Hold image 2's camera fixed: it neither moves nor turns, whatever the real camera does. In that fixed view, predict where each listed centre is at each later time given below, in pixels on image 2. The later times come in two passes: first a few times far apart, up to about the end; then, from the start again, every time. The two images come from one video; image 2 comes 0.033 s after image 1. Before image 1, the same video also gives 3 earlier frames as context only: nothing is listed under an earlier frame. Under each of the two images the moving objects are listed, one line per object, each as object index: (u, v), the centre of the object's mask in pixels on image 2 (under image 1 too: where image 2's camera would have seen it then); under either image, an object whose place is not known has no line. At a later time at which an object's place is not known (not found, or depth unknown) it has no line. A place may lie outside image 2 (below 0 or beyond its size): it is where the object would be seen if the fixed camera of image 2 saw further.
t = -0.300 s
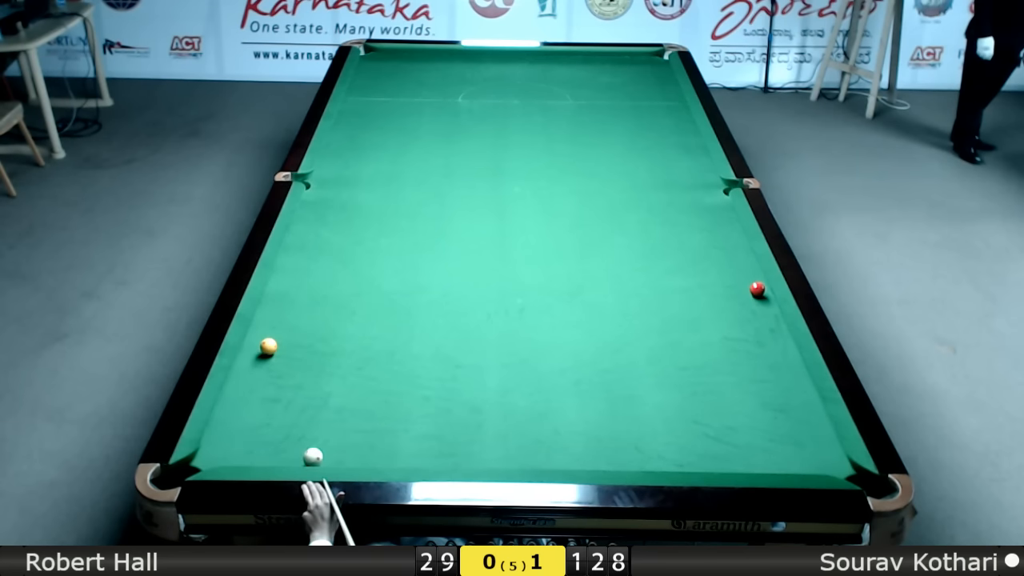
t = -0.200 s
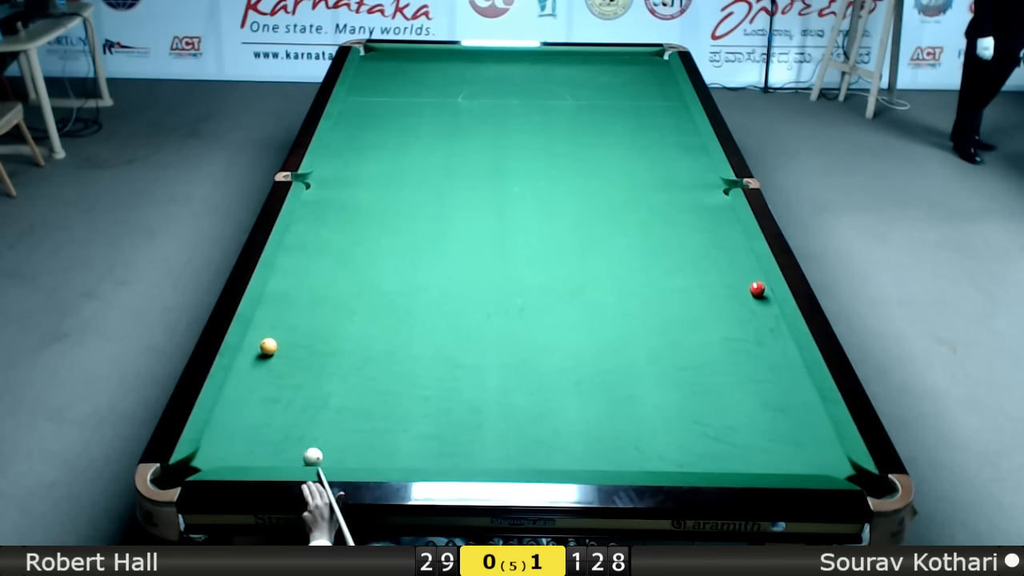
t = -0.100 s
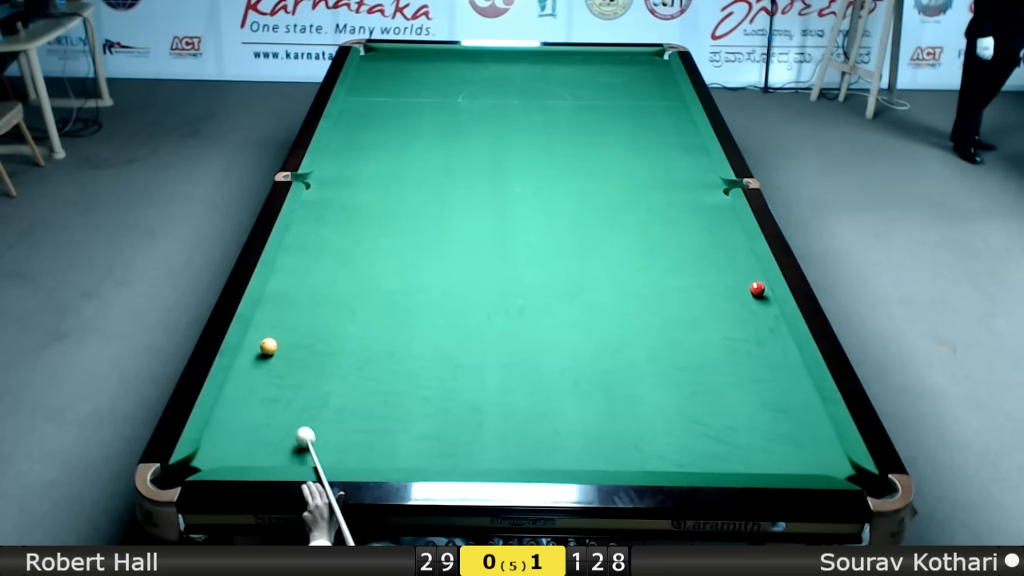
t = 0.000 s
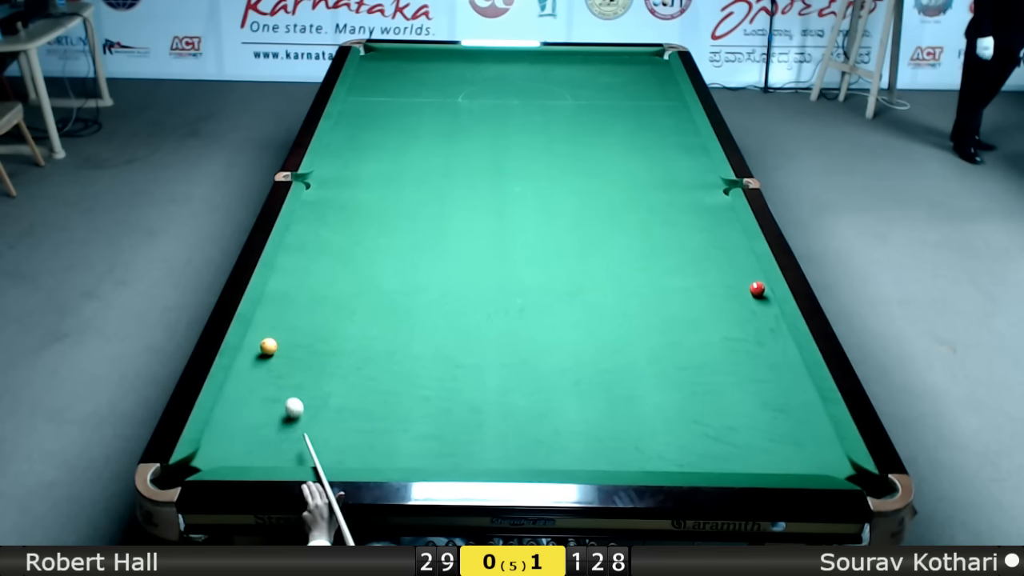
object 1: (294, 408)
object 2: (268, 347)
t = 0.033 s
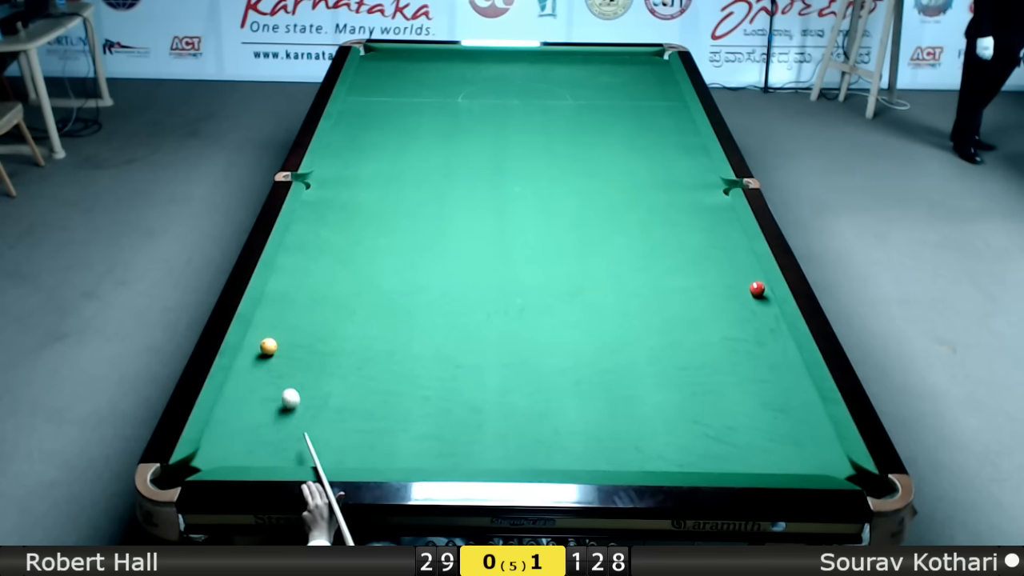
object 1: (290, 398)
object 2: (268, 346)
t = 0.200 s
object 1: (274, 355)
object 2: (267, 345)
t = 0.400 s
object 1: (278, 346)
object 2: (274, 318)
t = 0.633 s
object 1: (279, 332)
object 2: (304, 298)
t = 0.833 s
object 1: (280, 321)
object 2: (328, 284)
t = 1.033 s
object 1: (281, 311)
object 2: (351, 270)
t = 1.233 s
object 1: (282, 302)
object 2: (371, 257)
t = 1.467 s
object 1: (283, 293)
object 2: (393, 244)
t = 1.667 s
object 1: (283, 286)
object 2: (411, 233)
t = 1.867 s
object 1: (284, 279)
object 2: (427, 223)
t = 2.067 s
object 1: (285, 273)
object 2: (442, 214)
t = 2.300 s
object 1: (286, 267)
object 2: (458, 204)
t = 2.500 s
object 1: (286, 263)
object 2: (471, 196)
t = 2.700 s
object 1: (287, 259)
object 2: (483, 189)
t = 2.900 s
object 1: (288, 255)
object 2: (494, 182)
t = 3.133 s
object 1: (288, 252)
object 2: (506, 175)
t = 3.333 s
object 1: (289, 249)
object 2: (516, 169)
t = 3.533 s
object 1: (290, 247)
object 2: (525, 163)
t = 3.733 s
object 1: (291, 246)
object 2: (533, 158)
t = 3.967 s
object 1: (291, 245)
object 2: (542, 152)
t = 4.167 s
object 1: (291, 245)
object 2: (549, 148)
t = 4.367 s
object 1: (291, 245)
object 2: (555, 144)
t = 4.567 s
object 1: (291, 245)
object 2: (562, 140)
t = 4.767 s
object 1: (291, 245)
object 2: (567, 136)
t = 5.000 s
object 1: (291, 245)
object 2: (573, 133)
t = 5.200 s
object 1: (291, 245)
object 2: (577, 130)
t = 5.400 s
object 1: (291, 245)
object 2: (581, 127)
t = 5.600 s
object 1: (291, 245)
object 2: (585, 125)
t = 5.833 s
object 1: (291, 245)
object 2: (589, 122)
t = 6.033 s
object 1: (291, 245)
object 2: (592, 121)
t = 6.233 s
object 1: (291, 245)
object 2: (595, 119)
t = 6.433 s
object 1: (291, 245)
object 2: (597, 118)
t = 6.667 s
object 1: (291, 245)
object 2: (599, 116)
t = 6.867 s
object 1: (291, 245)
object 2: (601, 115)
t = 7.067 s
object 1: (291, 245)
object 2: (602, 115)
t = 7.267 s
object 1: (291, 245)
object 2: (603, 114)
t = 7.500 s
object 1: (291, 245)
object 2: (603, 114)
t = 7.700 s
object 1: (291, 245)
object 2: (604, 114)
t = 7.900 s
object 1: (291, 245)
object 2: (604, 114)
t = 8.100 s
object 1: (291, 245)
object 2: (604, 114)
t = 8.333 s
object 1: (291, 245)
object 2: (604, 114)
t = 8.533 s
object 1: (291, 245)
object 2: (604, 114)
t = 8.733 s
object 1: (291, 245)
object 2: (604, 114)
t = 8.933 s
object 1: (291, 245)
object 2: (604, 114)
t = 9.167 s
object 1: (291, 245)
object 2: (604, 114)
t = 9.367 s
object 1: (291, 245)
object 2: (604, 114)
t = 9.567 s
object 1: (291, 245)
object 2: (604, 114)
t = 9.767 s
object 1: (291, 245)
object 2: (604, 114)
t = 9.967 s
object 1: (291, 245)
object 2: (604, 114)
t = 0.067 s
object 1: (287, 389)
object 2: (268, 347)
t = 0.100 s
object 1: (284, 380)
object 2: (268, 347)
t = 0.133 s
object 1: (280, 372)
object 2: (268, 346)
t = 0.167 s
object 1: (277, 364)
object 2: (268, 346)
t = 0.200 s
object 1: (274, 355)
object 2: (267, 345)
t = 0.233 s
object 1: (275, 354)
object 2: (265, 340)
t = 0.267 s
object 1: (276, 353)
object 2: (261, 334)
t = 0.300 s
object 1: (276, 352)
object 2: (257, 328)
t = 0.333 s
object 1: (277, 350)
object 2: (263, 324)
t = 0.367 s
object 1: (277, 348)
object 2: (268, 321)
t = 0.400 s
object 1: (278, 346)
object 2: (274, 318)
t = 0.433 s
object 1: (278, 344)
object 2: (278, 315)
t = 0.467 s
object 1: (278, 341)
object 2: (282, 312)
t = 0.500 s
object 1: (278, 340)
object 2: (287, 309)
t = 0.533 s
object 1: (278, 337)
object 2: (292, 306)
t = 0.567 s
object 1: (279, 336)
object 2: (296, 304)
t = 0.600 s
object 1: (279, 333)
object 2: (300, 301)
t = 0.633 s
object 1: (279, 332)
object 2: (304, 298)
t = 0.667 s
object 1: (279, 330)
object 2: (308, 296)
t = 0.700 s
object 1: (279, 328)
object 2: (313, 293)
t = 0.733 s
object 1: (280, 326)
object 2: (317, 291)
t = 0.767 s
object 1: (280, 324)
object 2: (321, 288)
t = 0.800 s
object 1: (280, 323)
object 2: (324, 286)
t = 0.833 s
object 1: (280, 321)
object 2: (328, 284)
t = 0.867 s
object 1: (280, 319)
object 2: (332, 281)
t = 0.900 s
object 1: (280, 318)
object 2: (336, 279)
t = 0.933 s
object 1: (281, 316)
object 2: (340, 276)
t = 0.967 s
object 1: (281, 314)
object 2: (343, 274)
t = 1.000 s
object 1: (281, 313)
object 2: (347, 272)
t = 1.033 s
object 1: (281, 311)
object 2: (351, 270)
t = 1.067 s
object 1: (281, 310)
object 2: (354, 268)
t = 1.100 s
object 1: (282, 308)
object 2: (358, 266)
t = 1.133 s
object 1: (282, 306)
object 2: (361, 263)
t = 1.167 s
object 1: (282, 305)
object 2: (364, 261)
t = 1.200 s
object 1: (282, 304)
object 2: (368, 259)
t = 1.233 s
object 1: (282, 302)
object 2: (371, 257)
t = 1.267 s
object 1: (282, 301)
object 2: (374, 255)
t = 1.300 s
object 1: (282, 299)
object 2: (378, 253)
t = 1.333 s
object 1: (283, 298)
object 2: (381, 251)
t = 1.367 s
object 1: (283, 297)
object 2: (384, 249)
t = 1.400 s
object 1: (283, 295)
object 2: (387, 247)
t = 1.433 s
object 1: (283, 294)
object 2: (390, 245)
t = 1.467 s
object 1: (283, 293)
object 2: (393, 244)
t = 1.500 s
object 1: (283, 292)
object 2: (396, 242)
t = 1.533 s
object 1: (283, 290)
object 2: (399, 240)
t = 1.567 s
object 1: (283, 289)
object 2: (402, 238)
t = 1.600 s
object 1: (283, 288)
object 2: (405, 237)
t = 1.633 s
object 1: (283, 287)
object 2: (408, 235)
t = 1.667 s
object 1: (283, 286)
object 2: (411, 233)
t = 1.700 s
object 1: (283, 285)
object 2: (413, 231)
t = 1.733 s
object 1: (284, 283)
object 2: (416, 230)
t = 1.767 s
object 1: (284, 282)
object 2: (419, 228)
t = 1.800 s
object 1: (284, 281)
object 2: (421, 226)
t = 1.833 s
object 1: (284, 280)
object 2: (424, 225)
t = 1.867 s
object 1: (284, 279)
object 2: (427, 223)
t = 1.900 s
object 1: (284, 278)
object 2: (429, 221)
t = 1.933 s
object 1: (284, 277)
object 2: (432, 220)
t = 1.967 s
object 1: (285, 276)
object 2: (434, 218)
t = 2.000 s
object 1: (285, 275)
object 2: (437, 217)
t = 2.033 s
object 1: (285, 274)
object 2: (439, 215)
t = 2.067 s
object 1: (285, 273)
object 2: (442, 214)
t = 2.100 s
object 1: (285, 272)
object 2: (444, 212)
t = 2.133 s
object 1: (285, 271)
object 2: (446, 211)
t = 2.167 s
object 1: (285, 270)
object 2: (449, 210)
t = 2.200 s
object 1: (285, 270)
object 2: (451, 208)
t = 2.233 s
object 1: (286, 269)
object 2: (453, 207)
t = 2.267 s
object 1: (286, 268)
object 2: (456, 205)
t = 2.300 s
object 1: (286, 267)
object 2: (458, 204)
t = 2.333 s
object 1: (286, 266)
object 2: (460, 203)
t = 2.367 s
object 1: (286, 266)
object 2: (462, 201)
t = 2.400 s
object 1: (286, 265)
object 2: (465, 200)
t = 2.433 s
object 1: (286, 264)
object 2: (467, 199)
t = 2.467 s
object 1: (286, 263)
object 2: (469, 197)
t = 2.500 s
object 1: (286, 263)
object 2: (471, 196)
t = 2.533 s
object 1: (287, 262)
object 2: (473, 195)
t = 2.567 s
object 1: (287, 261)
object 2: (475, 194)
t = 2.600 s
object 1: (287, 261)
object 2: (477, 192)
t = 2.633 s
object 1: (287, 260)
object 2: (479, 191)
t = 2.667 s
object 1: (287, 259)
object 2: (481, 190)
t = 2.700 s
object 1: (287, 259)
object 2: (483, 189)
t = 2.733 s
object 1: (287, 258)
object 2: (485, 188)
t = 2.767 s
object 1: (287, 257)
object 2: (487, 186)
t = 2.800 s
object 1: (287, 257)
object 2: (489, 185)
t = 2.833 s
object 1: (288, 256)
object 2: (491, 184)
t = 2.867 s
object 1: (288, 255)
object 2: (492, 183)
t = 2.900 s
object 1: (288, 255)
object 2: (494, 182)
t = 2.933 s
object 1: (288, 255)
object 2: (496, 181)
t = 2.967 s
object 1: (288, 254)
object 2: (498, 180)
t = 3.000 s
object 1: (288, 254)
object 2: (500, 179)
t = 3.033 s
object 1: (288, 253)
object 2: (501, 178)
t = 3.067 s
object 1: (288, 252)
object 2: (503, 177)
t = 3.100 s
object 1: (288, 252)
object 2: (505, 176)
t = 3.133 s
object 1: (288, 252)
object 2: (506, 175)
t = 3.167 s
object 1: (289, 251)
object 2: (508, 174)
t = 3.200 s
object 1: (288, 251)
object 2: (510, 172)
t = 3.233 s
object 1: (288, 250)
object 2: (511, 171)
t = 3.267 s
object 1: (289, 250)
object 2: (513, 170)
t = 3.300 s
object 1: (289, 250)
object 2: (515, 170)
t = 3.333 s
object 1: (289, 249)
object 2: (516, 169)
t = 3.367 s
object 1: (289, 249)
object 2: (518, 168)
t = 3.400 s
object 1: (289, 249)
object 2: (519, 167)
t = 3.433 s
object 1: (289, 248)
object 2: (521, 166)
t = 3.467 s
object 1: (289, 248)
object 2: (522, 165)
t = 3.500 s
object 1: (289, 248)
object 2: (524, 164)
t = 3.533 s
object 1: (290, 247)
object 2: (525, 163)
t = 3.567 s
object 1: (290, 247)
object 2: (527, 162)
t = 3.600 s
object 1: (290, 247)
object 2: (528, 162)
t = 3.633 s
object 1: (290, 247)
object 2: (529, 161)
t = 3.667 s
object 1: (290, 247)
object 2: (531, 160)
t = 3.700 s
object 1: (290, 246)
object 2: (532, 159)
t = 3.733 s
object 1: (291, 246)
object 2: (533, 158)
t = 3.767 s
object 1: (291, 246)
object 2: (535, 157)
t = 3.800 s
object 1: (291, 246)
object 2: (536, 156)
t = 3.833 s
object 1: (291, 246)
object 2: (537, 155)
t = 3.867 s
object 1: (291, 246)
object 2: (538, 155)
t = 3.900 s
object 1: (291, 245)
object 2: (540, 154)
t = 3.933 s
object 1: (291, 245)
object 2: (541, 153)
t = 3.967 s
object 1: (291, 245)
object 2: (542, 152)
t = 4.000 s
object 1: (291, 245)
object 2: (543, 152)
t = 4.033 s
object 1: (291, 245)
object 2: (544, 151)
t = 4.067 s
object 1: (291, 245)
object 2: (546, 150)
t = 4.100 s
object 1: (291, 245)
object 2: (547, 149)
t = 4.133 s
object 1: (291, 245)
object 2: (548, 148)
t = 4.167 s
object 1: (291, 245)
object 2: (549, 148)
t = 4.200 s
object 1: (291, 245)
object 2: (550, 147)
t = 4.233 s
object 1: (291, 245)
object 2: (551, 147)
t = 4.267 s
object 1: (291, 245)
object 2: (552, 146)
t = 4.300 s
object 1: (291, 245)
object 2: (553, 145)
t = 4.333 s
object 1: (291, 245)
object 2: (554, 144)
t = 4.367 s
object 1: (291, 245)
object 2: (555, 144)
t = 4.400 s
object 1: (291, 245)
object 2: (556, 143)
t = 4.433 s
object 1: (291, 245)
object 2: (557, 143)
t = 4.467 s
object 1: (291, 245)
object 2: (558, 142)
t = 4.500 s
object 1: (291, 245)
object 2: (559, 141)
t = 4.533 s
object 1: (291, 245)
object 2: (560, 141)
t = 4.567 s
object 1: (291, 245)
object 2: (562, 140)
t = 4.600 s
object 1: (291, 245)
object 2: (562, 139)
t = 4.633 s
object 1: (291, 245)
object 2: (563, 139)
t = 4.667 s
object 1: (291, 245)
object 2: (564, 138)
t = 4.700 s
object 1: (291, 245)
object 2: (565, 137)
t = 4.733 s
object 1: (291, 245)
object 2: (566, 137)
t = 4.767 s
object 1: (291, 245)
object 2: (567, 136)
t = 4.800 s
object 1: (291, 245)
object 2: (568, 136)
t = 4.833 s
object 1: (291, 245)
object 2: (569, 135)
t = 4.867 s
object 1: (291, 245)
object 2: (569, 135)
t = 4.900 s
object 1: (291, 245)
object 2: (570, 134)
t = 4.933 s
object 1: (291, 245)
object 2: (571, 134)
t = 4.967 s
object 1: (291, 245)
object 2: (572, 133)
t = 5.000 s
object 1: (291, 245)
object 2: (573, 133)
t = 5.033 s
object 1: (291, 245)
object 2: (573, 132)
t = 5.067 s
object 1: (291, 245)
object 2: (574, 132)
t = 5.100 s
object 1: (291, 245)
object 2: (575, 131)
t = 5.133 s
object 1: (291, 245)
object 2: (576, 131)
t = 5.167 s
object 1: (291, 245)
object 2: (576, 130)
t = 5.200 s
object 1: (291, 245)
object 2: (577, 130)
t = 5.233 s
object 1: (291, 245)
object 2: (578, 130)
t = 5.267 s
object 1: (291, 245)
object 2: (579, 129)
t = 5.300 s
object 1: (291, 245)
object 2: (579, 129)
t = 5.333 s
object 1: (291, 245)
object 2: (580, 128)
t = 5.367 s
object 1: (291, 245)
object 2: (581, 128)
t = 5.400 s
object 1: (291, 245)
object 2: (581, 127)
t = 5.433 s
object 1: (291, 245)
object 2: (582, 127)
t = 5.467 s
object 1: (291, 245)
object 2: (582, 127)
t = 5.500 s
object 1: (291, 245)
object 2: (583, 126)
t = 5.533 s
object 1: (291, 245)
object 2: (584, 126)
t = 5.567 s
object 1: (291, 245)
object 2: (584, 125)
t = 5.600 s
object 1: (291, 245)
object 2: (585, 125)
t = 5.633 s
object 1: (291, 245)
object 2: (586, 125)
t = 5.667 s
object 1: (291, 245)
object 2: (586, 124)
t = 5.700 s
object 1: (291, 245)
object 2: (587, 124)
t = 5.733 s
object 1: (291, 245)
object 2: (587, 124)
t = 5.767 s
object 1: (291, 245)
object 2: (588, 123)
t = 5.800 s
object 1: (291, 245)
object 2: (588, 123)
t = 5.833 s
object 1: (291, 245)
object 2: (589, 122)
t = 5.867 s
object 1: (291, 245)
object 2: (589, 122)
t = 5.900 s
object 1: (291, 245)
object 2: (590, 122)
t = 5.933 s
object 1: (291, 245)
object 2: (591, 122)
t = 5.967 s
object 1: (291, 245)
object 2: (591, 121)
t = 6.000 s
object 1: (291, 245)
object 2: (591, 121)
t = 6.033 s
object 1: (291, 245)
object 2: (592, 121)
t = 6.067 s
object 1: (291, 245)
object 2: (592, 120)
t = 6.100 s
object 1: (291, 245)
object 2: (593, 120)
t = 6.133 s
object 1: (291, 245)
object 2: (593, 120)
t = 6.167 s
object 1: (291, 245)
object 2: (594, 120)
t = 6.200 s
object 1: (291, 245)
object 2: (594, 119)
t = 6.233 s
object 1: (291, 245)
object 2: (595, 119)
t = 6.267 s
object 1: (291, 245)
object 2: (595, 119)
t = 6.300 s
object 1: (291, 245)
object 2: (595, 119)
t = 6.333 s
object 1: (291, 245)
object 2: (596, 118)
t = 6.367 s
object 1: (291, 245)
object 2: (596, 118)
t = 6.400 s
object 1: (291, 245)
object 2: (597, 118)
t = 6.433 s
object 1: (291, 245)
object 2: (597, 118)
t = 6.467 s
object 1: (291, 245)
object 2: (597, 118)
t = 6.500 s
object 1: (291, 245)
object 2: (598, 117)
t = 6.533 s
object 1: (291, 245)
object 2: (598, 117)
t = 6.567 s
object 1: (291, 245)
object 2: (598, 117)
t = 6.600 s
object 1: (291, 245)
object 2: (599, 117)
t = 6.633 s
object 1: (291, 245)
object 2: (599, 116)
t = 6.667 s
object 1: (291, 245)
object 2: (599, 116)
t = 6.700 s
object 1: (291, 245)
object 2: (599, 116)
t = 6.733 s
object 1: (291, 245)
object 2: (600, 116)
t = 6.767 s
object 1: (291, 245)
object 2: (600, 116)
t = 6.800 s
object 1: (291, 245)
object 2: (600, 116)
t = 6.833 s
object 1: (291, 245)
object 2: (600, 116)
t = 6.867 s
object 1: (291, 245)
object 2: (601, 115)
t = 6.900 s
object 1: (291, 245)
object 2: (601, 115)
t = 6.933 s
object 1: (291, 245)
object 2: (601, 115)
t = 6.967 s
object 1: (291, 245)
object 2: (601, 115)
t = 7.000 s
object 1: (291, 245)
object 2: (602, 115)
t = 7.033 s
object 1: (291, 245)
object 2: (602, 115)
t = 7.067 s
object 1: (291, 245)
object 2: (602, 115)
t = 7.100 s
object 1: (291, 245)
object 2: (602, 115)
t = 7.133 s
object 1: (291, 245)
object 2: (603, 115)
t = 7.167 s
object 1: (291, 245)
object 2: (603, 115)
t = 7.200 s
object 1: (291, 245)
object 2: (603, 114)
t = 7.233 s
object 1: (291, 245)
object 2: (603, 114)
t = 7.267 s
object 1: (291, 245)
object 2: (603, 114)
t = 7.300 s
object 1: (291, 245)
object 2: (603, 114)
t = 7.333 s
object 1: (291, 245)
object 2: (603, 114)
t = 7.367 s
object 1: (291, 245)
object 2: (603, 114)
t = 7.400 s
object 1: (291, 245)
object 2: (603, 114)
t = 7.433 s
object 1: (291, 245)
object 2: (603, 114)
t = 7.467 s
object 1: (291, 245)
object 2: (603, 114)
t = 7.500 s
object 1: (291, 245)
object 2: (603, 114)
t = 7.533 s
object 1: (291, 245)
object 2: (604, 114)
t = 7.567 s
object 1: (291, 245)
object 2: (604, 114)
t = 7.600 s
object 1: (291, 245)
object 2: (604, 114)
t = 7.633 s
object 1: (291, 245)
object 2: (604, 114)
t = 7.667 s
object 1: (291, 245)
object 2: (604, 114)
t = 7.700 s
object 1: (291, 245)
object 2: (604, 114)
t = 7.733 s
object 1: (291, 245)
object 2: (604, 114)
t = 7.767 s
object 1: (291, 245)
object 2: (604, 114)
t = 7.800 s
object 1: (291, 245)
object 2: (604, 114)
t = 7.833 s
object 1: (291, 245)
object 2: (604, 114)
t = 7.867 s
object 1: (291, 245)
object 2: (604, 114)
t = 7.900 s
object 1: (291, 245)
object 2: (604, 114)
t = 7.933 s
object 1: (291, 245)
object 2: (604, 114)
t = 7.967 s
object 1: (291, 245)
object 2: (604, 114)
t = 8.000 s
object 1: (291, 245)
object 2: (604, 114)
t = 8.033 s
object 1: (291, 245)
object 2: (604, 114)
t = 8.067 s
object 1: (291, 245)
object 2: (604, 114)
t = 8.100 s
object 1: (291, 245)
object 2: (604, 114)
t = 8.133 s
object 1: (291, 245)
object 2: (604, 114)
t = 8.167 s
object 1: (291, 245)
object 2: (604, 114)
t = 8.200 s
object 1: (291, 245)
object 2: (604, 114)
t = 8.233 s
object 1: (291, 245)
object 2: (604, 114)
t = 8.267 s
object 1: (291, 245)
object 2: (604, 114)
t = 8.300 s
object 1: (291, 245)
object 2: (604, 114)
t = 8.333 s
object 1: (291, 245)
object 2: (604, 114)
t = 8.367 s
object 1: (291, 245)
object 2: (604, 114)
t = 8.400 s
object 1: (291, 245)
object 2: (604, 114)
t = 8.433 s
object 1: (291, 245)
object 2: (604, 114)
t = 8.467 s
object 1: (291, 245)
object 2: (604, 114)
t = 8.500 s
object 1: (291, 245)
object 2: (604, 114)
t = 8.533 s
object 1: (291, 245)
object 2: (604, 114)
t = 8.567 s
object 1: (291, 245)
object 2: (604, 114)
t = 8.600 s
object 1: (291, 245)
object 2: (604, 114)
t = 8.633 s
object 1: (291, 245)
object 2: (604, 114)
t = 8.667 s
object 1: (291, 245)
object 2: (604, 114)
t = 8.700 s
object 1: (291, 245)
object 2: (604, 114)
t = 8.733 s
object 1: (291, 245)
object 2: (604, 114)
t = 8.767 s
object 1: (291, 245)
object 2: (604, 114)
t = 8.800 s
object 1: (291, 245)
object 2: (604, 114)
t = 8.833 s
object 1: (291, 245)
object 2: (604, 114)
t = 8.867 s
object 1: (291, 245)
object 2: (604, 114)
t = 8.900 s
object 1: (291, 245)
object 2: (604, 114)
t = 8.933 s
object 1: (291, 245)
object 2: (604, 114)
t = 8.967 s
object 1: (291, 245)
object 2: (604, 114)
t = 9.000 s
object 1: (291, 245)
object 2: (604, 114)
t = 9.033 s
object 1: (291, 245)
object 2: (604, 114)
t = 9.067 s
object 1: (291, 245)
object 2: (604, 114)
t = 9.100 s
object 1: (291, 245)
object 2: (604, 114)
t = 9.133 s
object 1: (291, 245)
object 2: (604, 114)
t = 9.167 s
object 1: (291, 245)
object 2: (604, 114)
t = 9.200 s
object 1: (291, 245)
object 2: (604, 114)
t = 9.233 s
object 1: (291, 245)
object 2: (604, 114)
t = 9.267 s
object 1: (291, 245)
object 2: (604, 114)
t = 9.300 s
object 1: (291, 245)
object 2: (604, 114)
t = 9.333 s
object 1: (291, 245)
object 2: (604, 114)
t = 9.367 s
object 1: (291, 245)
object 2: (604, 114)
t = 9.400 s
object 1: (291, 245)
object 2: (604, 114)
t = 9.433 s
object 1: (291, 245)
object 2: (604, 114)
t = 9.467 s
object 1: (291, 245)
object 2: (604, 114)
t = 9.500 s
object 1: (291, 245)
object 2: (604, 114)
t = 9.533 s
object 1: (291, 245)
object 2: (604, 114)
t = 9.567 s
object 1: (291, 245)
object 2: (604, 114)
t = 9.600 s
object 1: (291, 245)
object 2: (604, 114)
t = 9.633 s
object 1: (291, 245)
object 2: (604, 114)
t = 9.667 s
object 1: (291, 245)
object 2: (604, 114)
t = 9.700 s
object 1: (291, 245)
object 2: (604, 114)
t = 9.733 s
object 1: (291, 245)
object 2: (604, 114)
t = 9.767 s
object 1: (291, 245)
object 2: (604, 114)
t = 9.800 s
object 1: (291, 245)
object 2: (604, 114)
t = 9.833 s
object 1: (291, 245)
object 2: (604, 114)
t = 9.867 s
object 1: (291, 245)
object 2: (604, 114)
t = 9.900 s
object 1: (291, 245)
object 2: (604, 114)
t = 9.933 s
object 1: (291, 245)
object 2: (604, 114)
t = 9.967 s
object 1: (291, 245)
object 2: (604, 114)
